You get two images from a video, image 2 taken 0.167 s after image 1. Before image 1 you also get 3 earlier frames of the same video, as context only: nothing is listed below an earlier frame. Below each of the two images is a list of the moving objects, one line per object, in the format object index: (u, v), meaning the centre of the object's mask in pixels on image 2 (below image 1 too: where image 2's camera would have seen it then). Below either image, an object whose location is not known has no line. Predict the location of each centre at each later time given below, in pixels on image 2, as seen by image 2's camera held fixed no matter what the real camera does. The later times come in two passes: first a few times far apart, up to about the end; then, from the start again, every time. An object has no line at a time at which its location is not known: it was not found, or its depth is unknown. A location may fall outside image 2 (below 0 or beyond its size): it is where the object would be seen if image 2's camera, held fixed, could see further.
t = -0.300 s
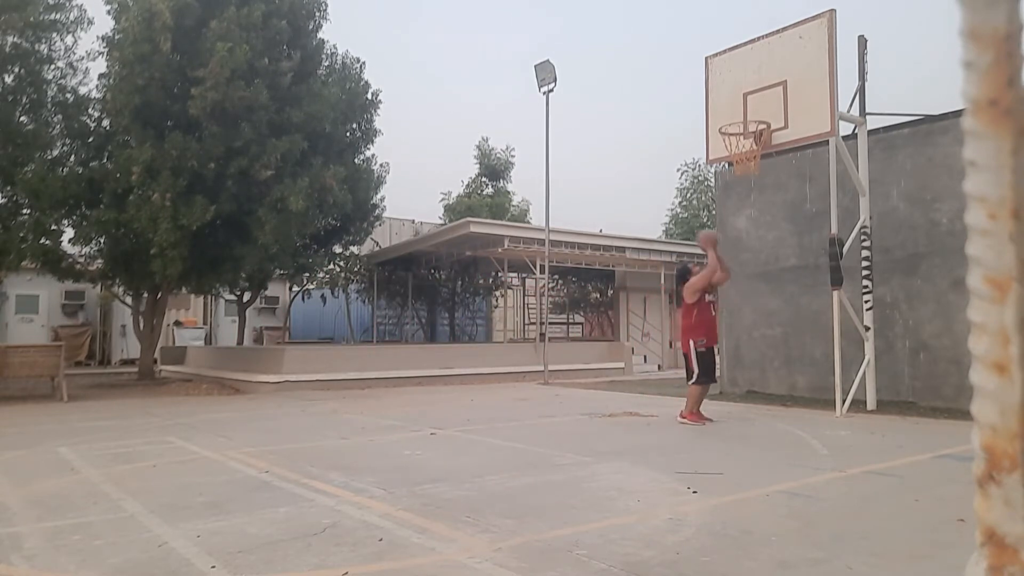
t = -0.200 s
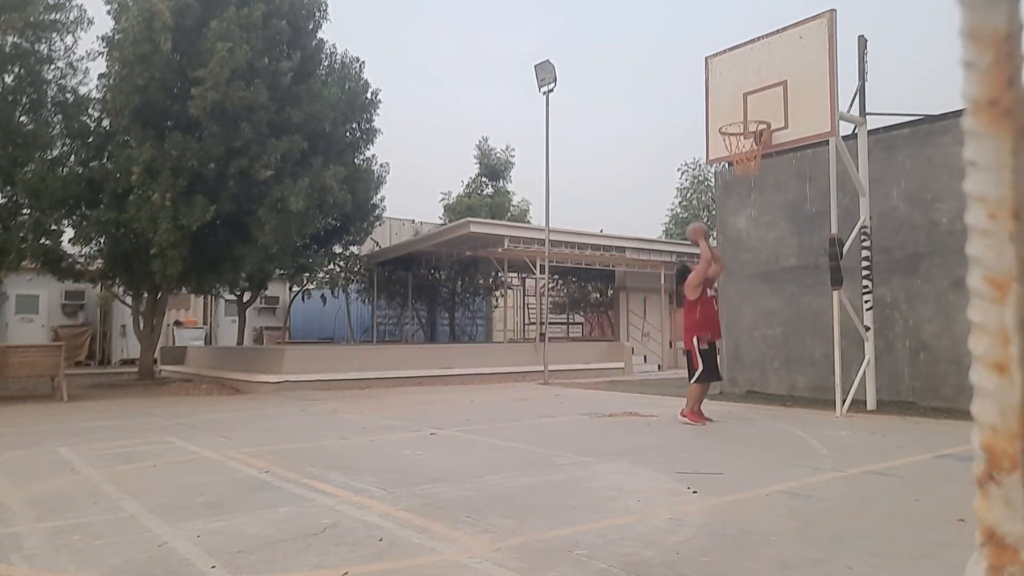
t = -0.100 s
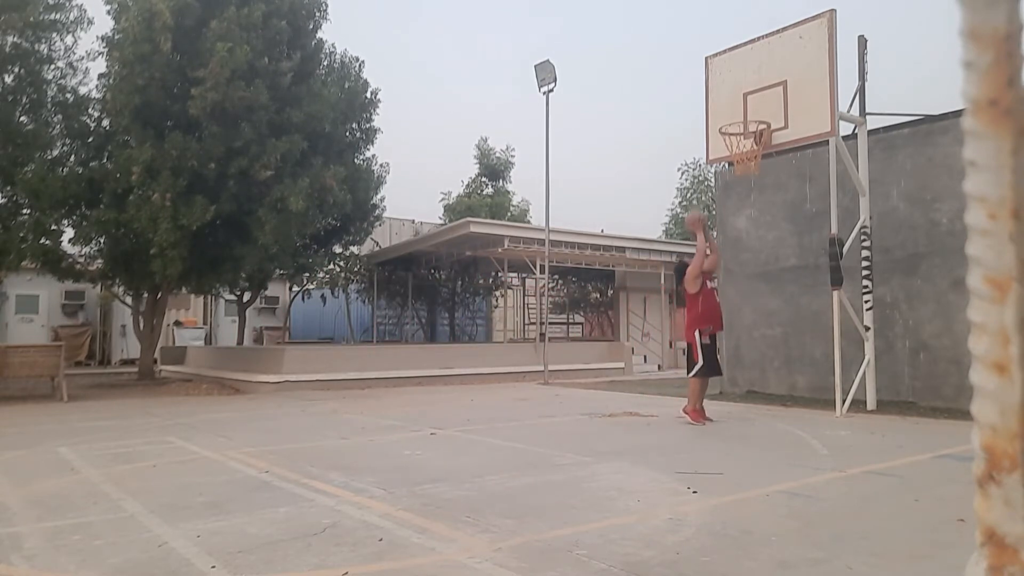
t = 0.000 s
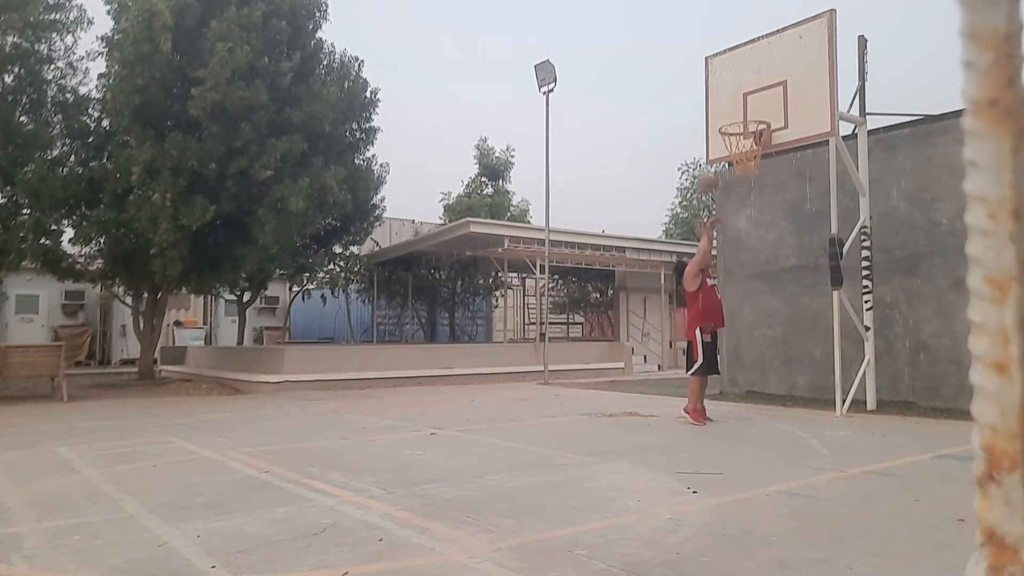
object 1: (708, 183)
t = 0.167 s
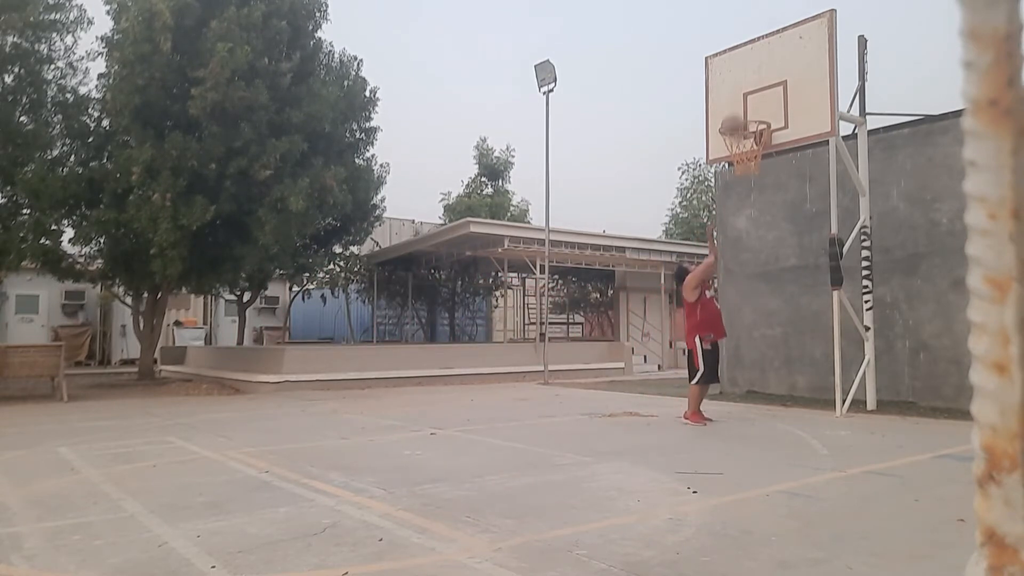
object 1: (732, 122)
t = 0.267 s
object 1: (734, 109)
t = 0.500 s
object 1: (741, 106)
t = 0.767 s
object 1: (748, 162)
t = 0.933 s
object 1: (748, 180)
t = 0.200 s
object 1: (733, 116)
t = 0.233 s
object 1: (734, 113)
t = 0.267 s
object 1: (734, 109)
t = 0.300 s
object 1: (735, 106)
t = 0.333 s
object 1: (736, 103)
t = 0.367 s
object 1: (737, 102)
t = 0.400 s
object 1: (738, 102)
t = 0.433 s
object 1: (739, 102)
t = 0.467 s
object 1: (740, 104)
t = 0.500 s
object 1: (741, 106)
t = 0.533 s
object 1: (742, 110)
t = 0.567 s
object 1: (743, 115)
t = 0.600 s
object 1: (744, 121)
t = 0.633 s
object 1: (745, 128)
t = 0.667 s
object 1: (746, 135)
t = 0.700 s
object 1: (747, 143)
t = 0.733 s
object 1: (747, 148)
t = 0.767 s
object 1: (748, 162)
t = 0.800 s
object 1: (750, 164)
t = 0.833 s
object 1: (752, 170)
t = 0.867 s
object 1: (750, 170)
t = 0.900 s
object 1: (749, 175)
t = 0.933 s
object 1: (748, 180)
